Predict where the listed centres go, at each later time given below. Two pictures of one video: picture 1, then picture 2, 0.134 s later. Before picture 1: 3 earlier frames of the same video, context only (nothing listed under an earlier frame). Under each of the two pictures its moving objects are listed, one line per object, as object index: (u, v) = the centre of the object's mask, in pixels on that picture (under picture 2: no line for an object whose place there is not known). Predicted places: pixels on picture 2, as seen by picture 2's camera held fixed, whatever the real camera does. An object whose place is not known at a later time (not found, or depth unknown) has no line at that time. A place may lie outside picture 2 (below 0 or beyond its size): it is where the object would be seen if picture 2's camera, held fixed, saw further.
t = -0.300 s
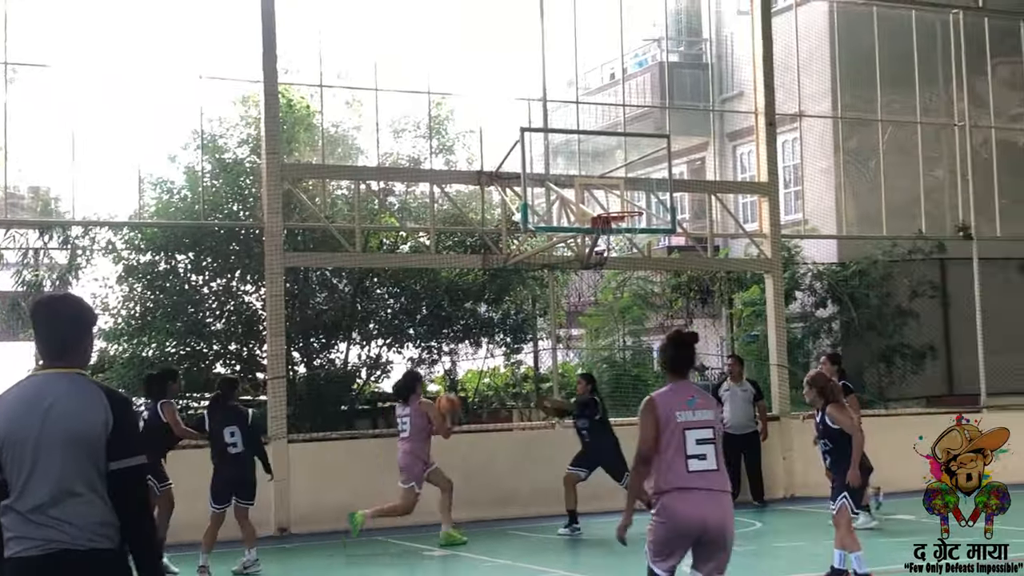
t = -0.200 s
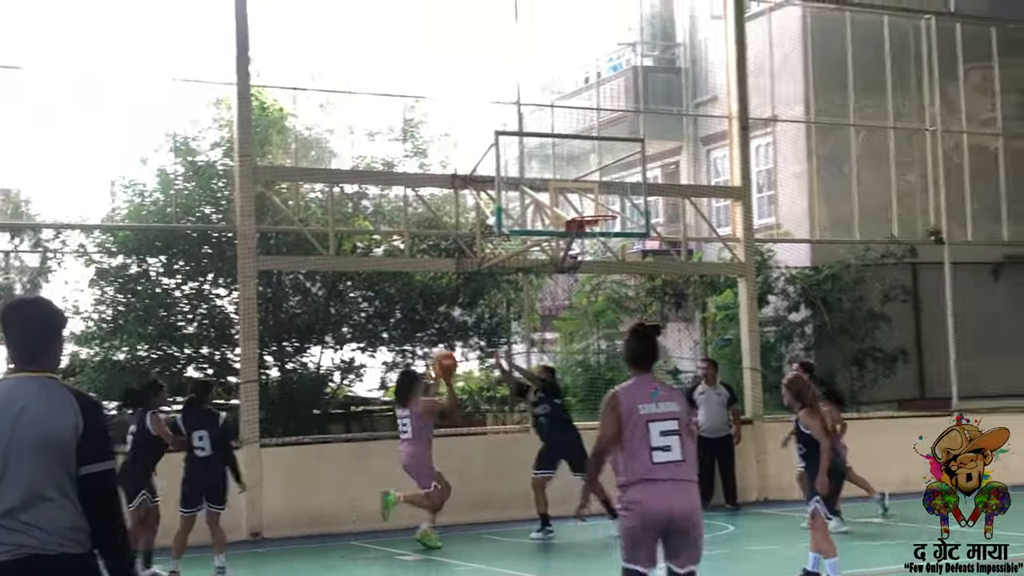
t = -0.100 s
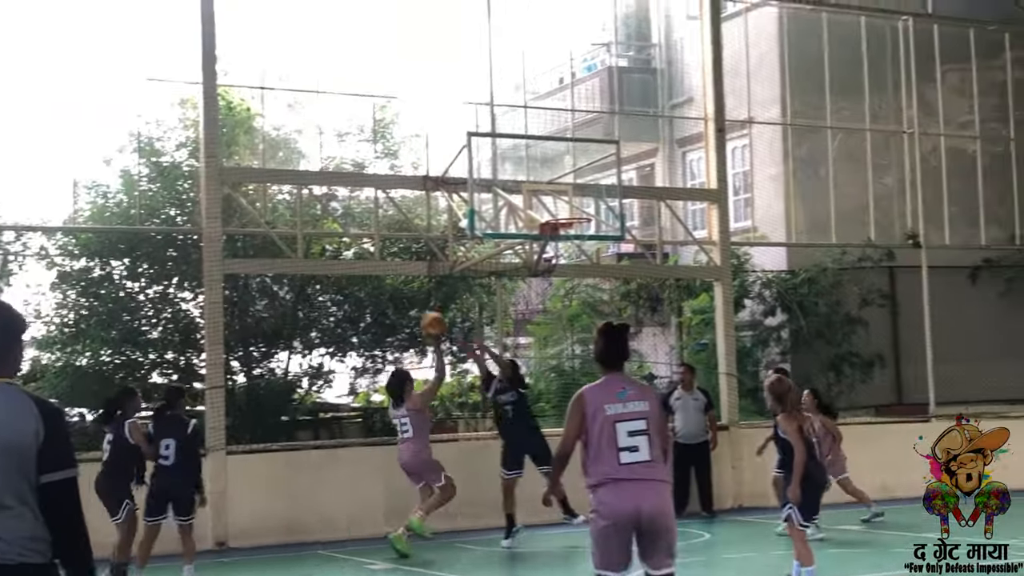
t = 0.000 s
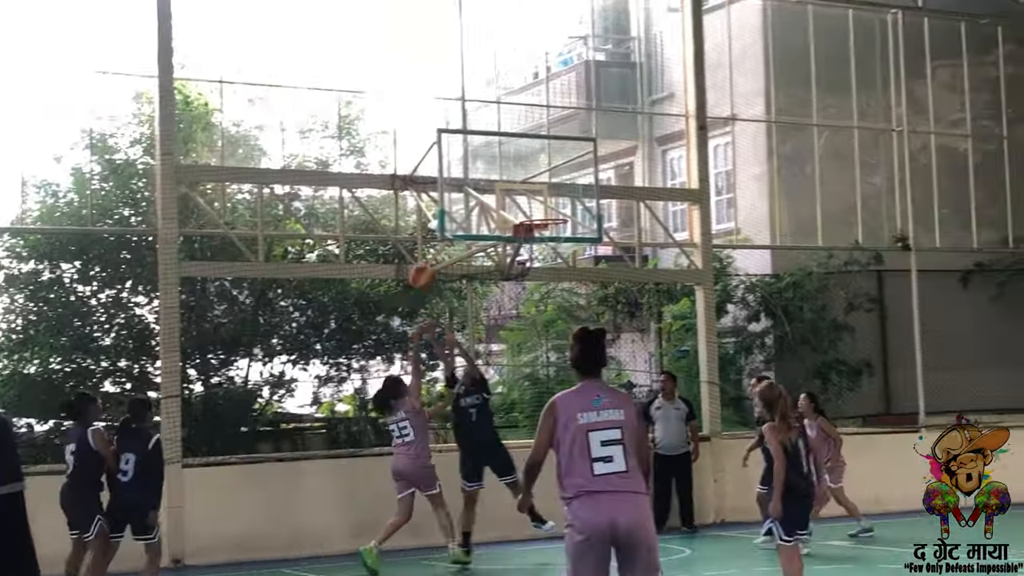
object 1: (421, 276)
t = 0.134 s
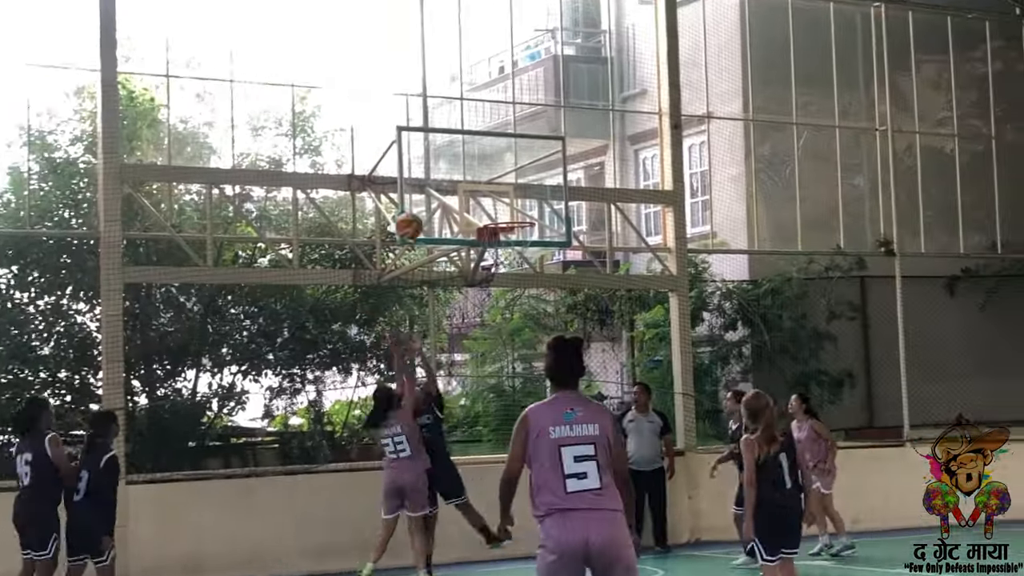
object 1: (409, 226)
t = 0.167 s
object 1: (417, 215)
